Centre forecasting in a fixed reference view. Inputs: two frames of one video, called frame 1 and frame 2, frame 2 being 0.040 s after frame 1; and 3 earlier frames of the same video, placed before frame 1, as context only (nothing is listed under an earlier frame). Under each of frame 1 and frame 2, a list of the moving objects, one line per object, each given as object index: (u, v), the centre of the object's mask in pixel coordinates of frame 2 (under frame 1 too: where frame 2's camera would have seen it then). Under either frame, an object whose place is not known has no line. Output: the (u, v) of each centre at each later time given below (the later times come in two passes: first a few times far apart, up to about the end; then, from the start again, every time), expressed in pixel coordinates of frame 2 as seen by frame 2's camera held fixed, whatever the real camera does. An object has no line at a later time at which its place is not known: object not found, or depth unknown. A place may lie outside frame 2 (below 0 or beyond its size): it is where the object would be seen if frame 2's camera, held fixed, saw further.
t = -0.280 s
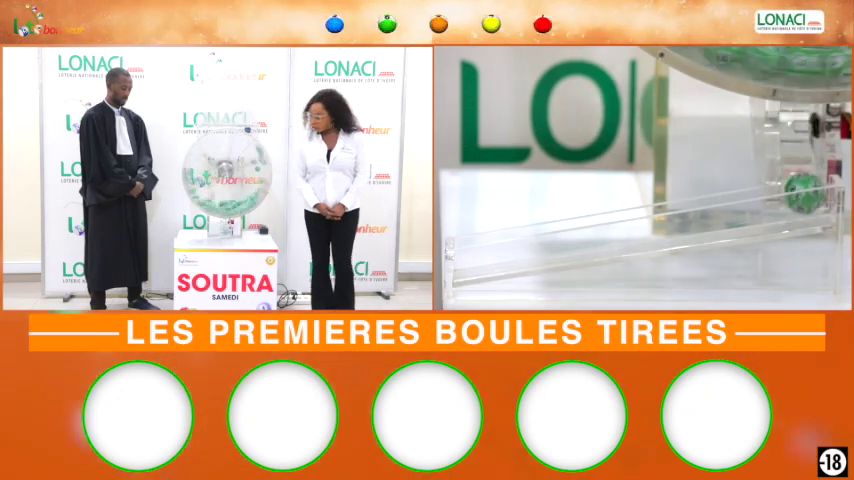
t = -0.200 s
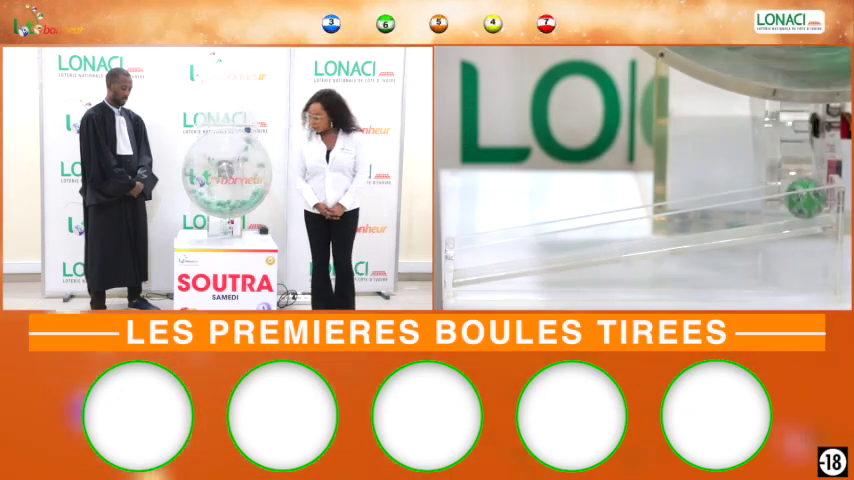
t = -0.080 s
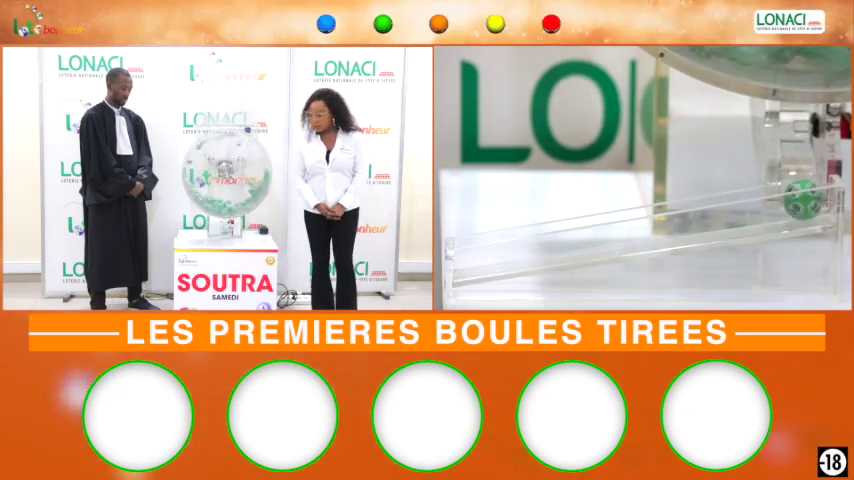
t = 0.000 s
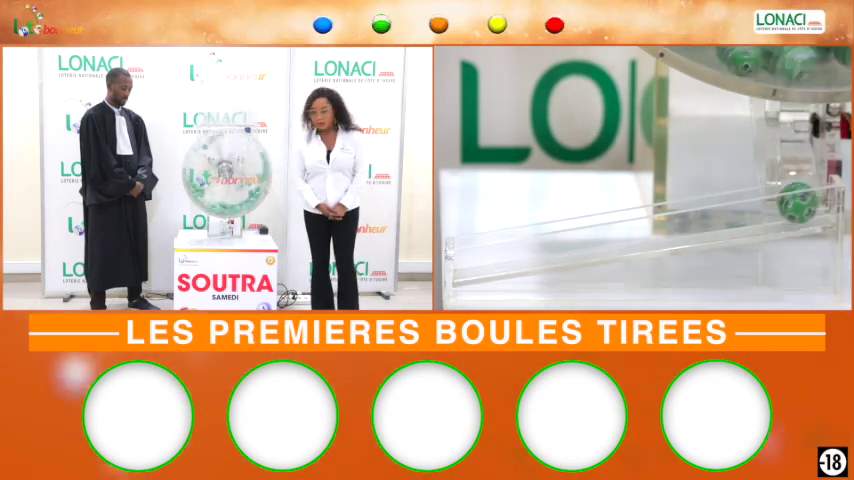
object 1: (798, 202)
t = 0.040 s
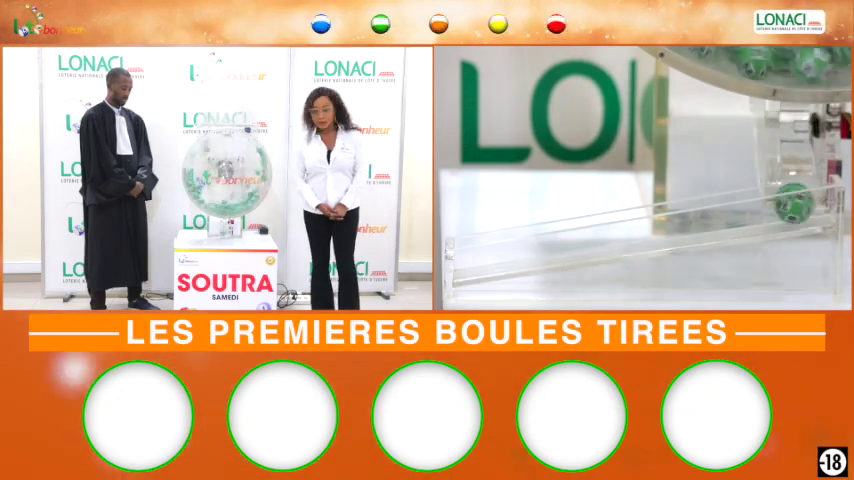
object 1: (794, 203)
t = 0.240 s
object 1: (768, 207)
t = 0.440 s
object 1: (718, 214)
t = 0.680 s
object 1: (612, 230)
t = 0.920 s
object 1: (478, 249)
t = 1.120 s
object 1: (516, 245)
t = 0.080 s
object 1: (788, 203)
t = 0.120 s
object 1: (784, 204)
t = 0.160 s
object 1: (780, 205)
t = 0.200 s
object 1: (774, 205)
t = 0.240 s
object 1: (768, 207)
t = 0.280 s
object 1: (760, 208)
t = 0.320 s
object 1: (750, 210)
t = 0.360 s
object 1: (741, 211)
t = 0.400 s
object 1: (730, 212)
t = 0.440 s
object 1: (718, 214)
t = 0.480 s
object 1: (704, 216)
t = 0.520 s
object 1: (688, 218)
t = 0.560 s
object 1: (670, 221)
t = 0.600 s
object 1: (654, 223)
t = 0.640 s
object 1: (632, 227)
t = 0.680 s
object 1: (612, 230)
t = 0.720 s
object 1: (591, 233)
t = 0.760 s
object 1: (568, 237)
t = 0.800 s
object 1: (544, 240)
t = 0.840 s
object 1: (519, 243)
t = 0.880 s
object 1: (493, 246)
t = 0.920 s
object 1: (478, 249)
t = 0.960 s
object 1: (489, 248)
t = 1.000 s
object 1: (498, 247)
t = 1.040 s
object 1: (506, 246)
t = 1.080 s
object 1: (512, 245)
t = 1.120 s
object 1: (516, 245)
